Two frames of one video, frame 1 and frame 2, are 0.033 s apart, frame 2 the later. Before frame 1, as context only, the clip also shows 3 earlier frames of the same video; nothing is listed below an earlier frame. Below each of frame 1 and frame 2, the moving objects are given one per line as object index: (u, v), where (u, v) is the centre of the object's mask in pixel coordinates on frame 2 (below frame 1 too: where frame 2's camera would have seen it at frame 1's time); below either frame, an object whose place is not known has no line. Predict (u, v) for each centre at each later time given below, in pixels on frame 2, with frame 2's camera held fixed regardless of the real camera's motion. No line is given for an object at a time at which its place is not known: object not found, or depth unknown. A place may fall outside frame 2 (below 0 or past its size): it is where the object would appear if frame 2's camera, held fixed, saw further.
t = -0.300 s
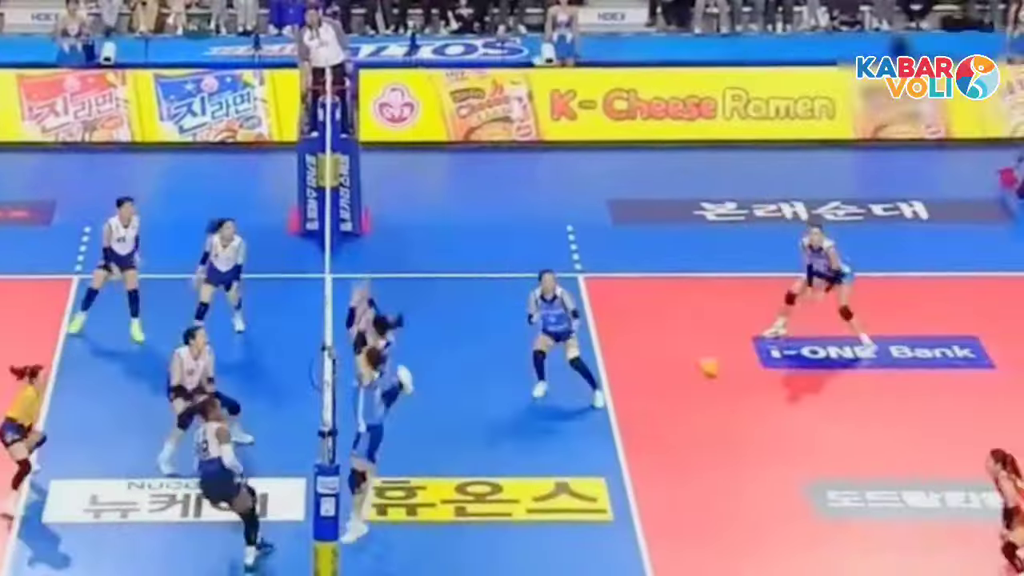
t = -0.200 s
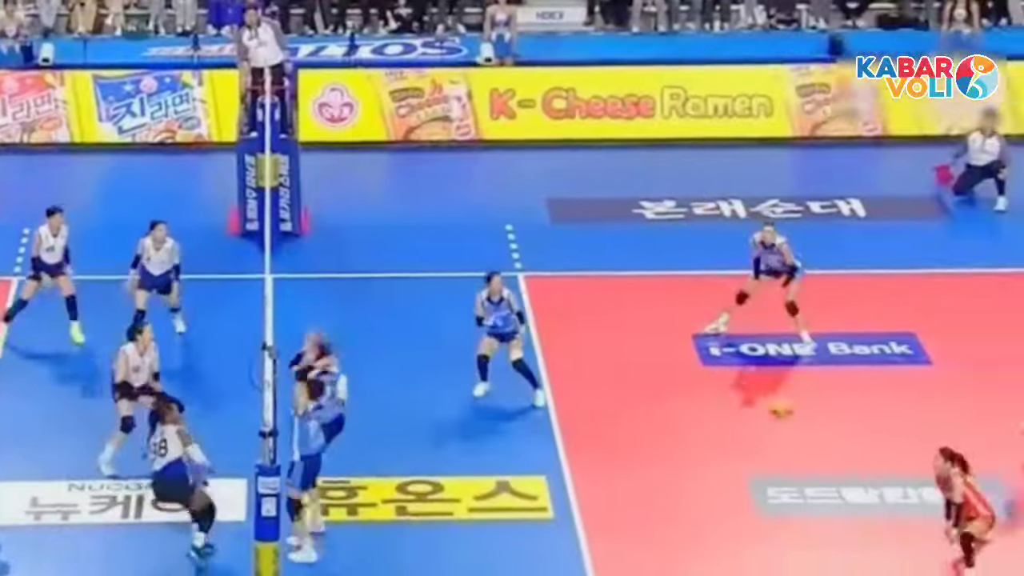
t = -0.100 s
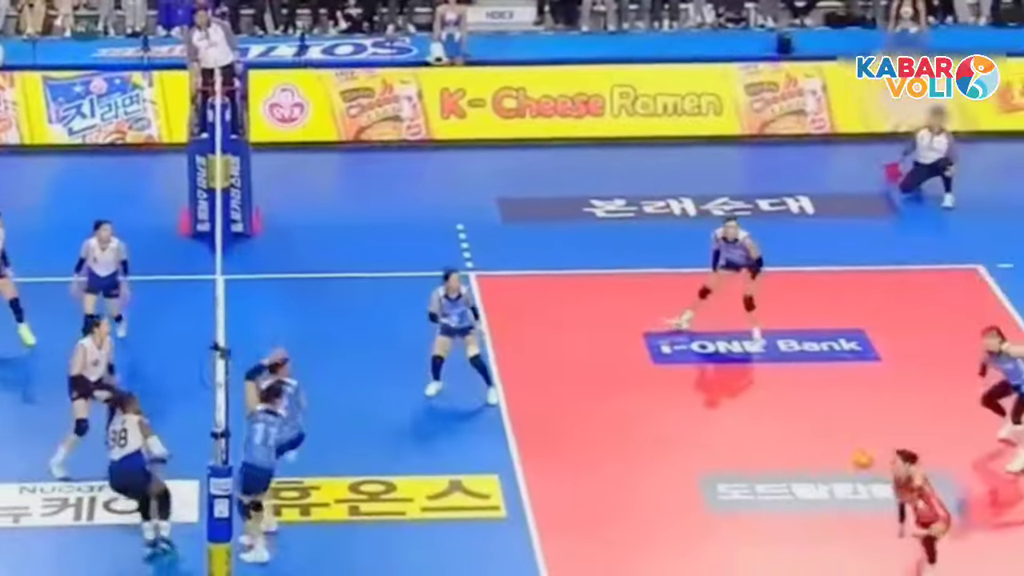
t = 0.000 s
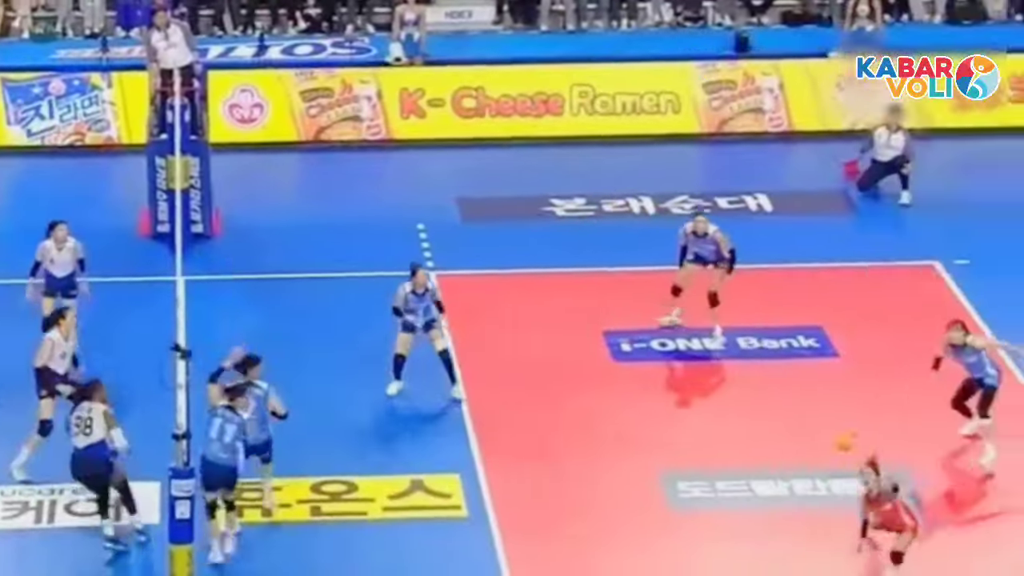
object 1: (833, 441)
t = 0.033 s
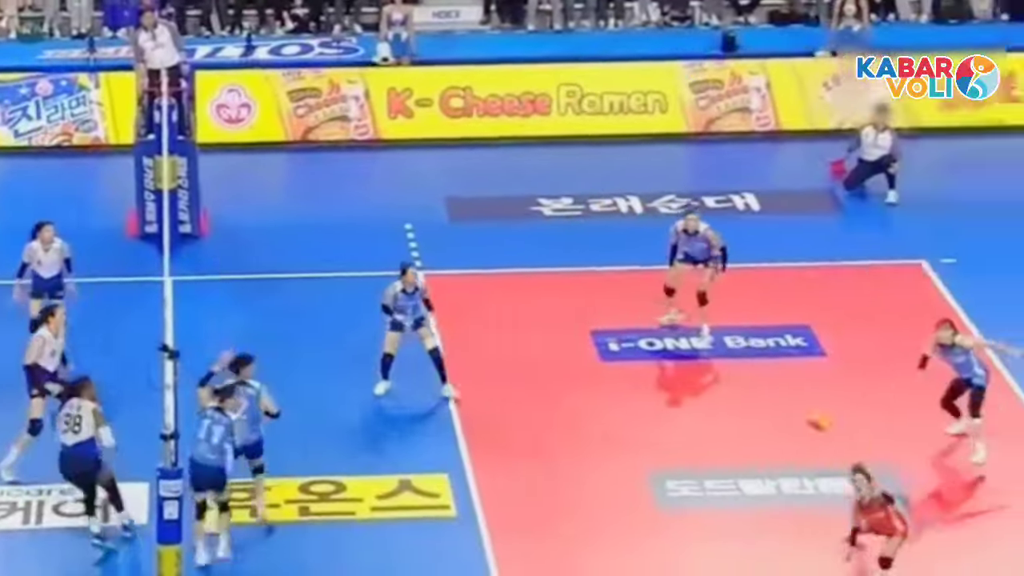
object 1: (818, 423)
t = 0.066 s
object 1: (805, 406)
